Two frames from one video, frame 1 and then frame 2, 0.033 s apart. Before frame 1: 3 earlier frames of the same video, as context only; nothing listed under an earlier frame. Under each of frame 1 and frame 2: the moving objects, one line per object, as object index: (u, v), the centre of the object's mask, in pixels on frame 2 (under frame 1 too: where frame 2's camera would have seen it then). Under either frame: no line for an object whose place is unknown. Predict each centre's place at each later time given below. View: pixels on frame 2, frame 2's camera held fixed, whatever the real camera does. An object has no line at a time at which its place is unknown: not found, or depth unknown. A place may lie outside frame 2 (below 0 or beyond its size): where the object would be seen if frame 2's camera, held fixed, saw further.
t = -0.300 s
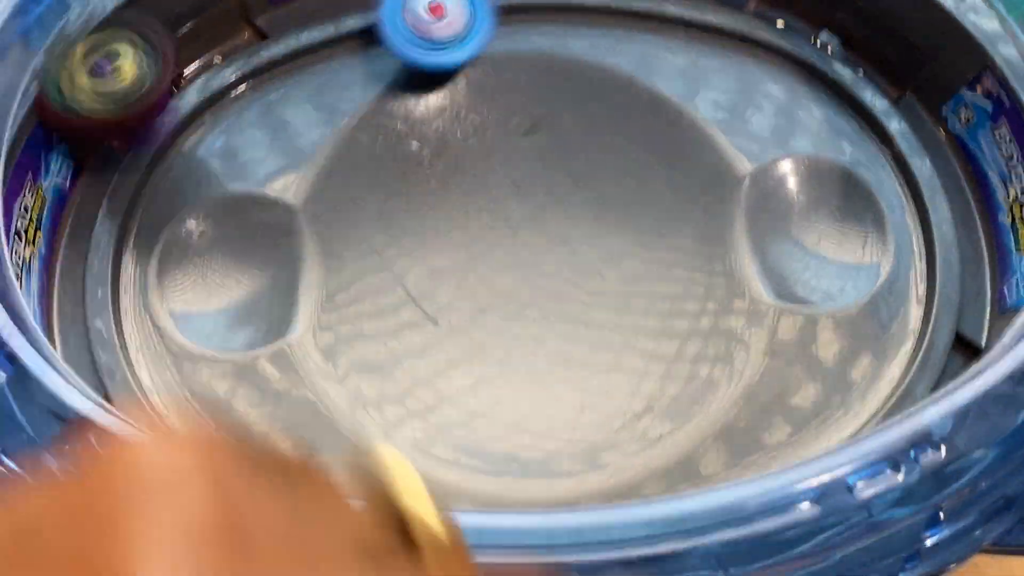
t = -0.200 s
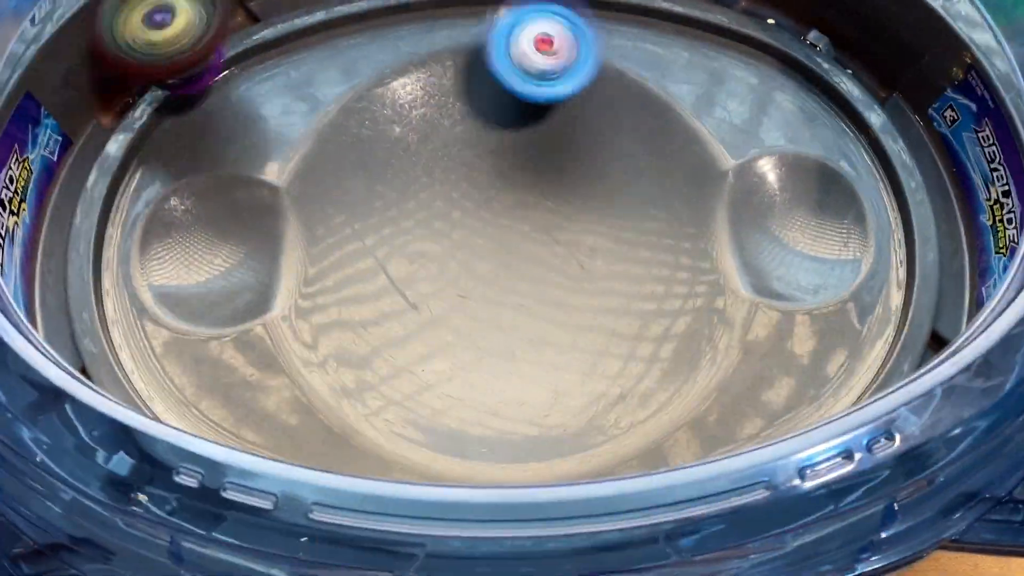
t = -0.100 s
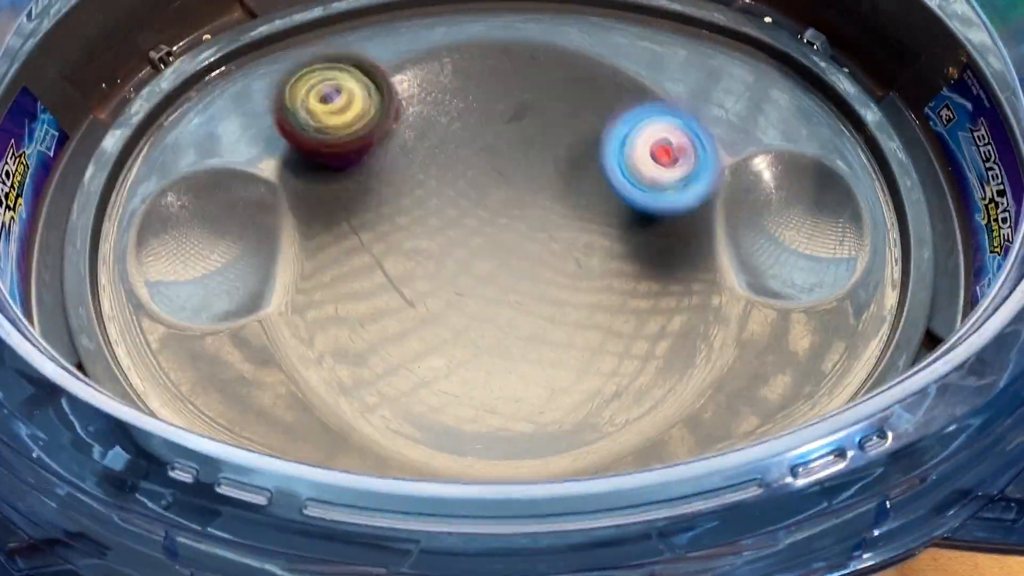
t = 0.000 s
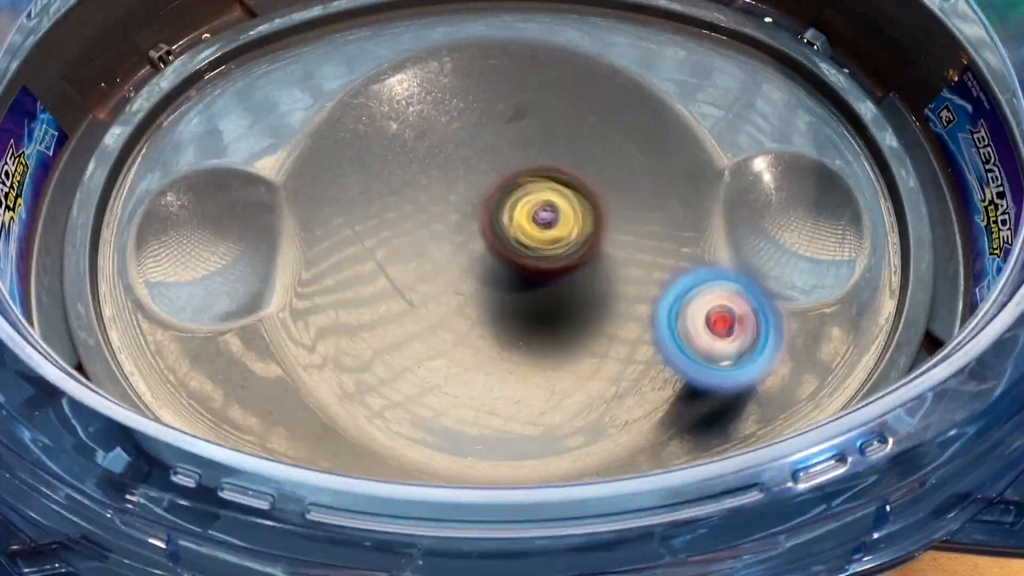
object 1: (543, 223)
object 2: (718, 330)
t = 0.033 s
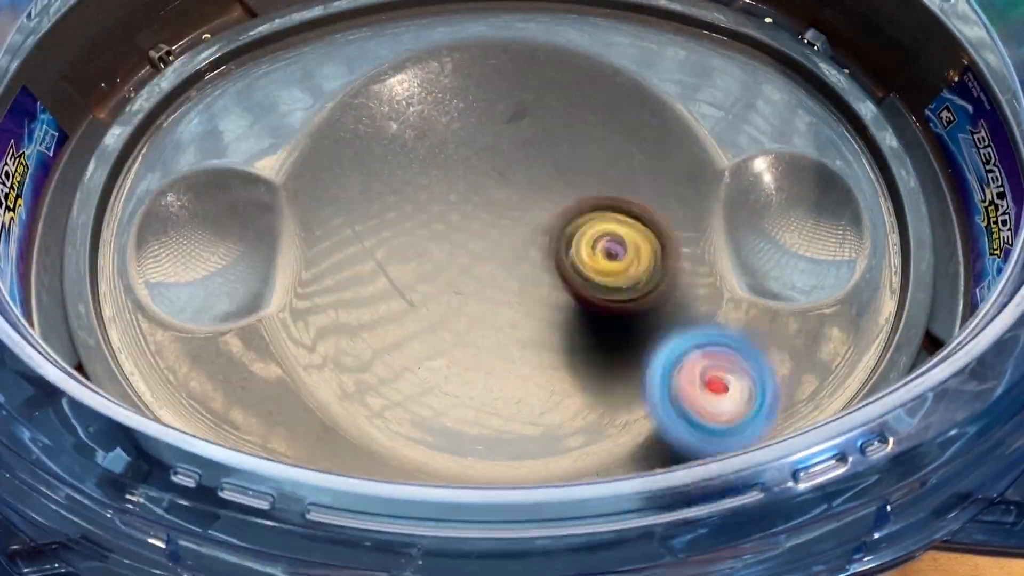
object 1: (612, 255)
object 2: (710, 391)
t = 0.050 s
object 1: (643, 270)
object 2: (702, 409)
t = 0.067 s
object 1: (676, 282)
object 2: (695, 427)
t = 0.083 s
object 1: (704, 291)
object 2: (680, 432)
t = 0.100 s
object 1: (729, 299)
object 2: (658, 426)
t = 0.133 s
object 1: (782, 320)
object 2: (607, 417)
